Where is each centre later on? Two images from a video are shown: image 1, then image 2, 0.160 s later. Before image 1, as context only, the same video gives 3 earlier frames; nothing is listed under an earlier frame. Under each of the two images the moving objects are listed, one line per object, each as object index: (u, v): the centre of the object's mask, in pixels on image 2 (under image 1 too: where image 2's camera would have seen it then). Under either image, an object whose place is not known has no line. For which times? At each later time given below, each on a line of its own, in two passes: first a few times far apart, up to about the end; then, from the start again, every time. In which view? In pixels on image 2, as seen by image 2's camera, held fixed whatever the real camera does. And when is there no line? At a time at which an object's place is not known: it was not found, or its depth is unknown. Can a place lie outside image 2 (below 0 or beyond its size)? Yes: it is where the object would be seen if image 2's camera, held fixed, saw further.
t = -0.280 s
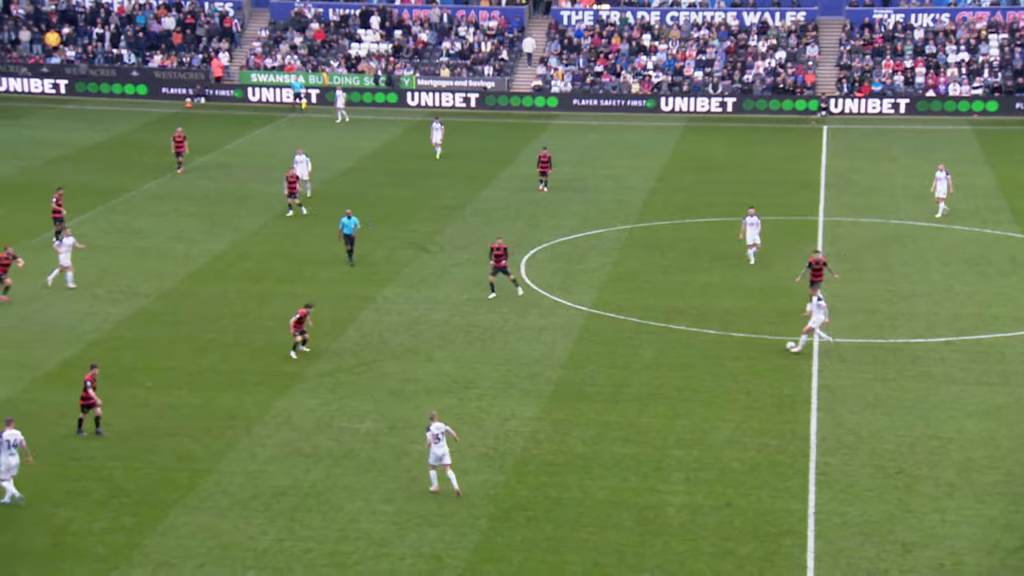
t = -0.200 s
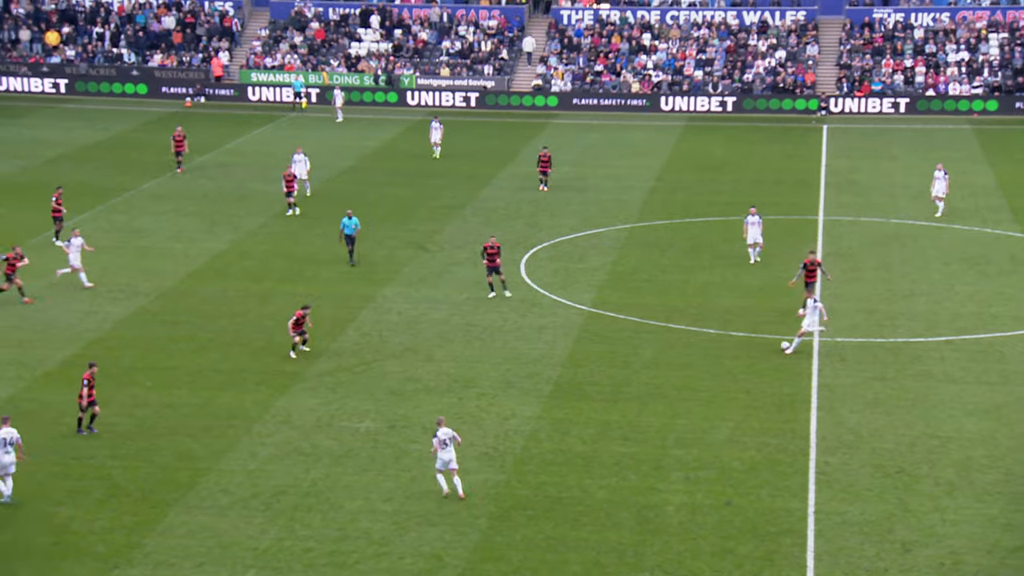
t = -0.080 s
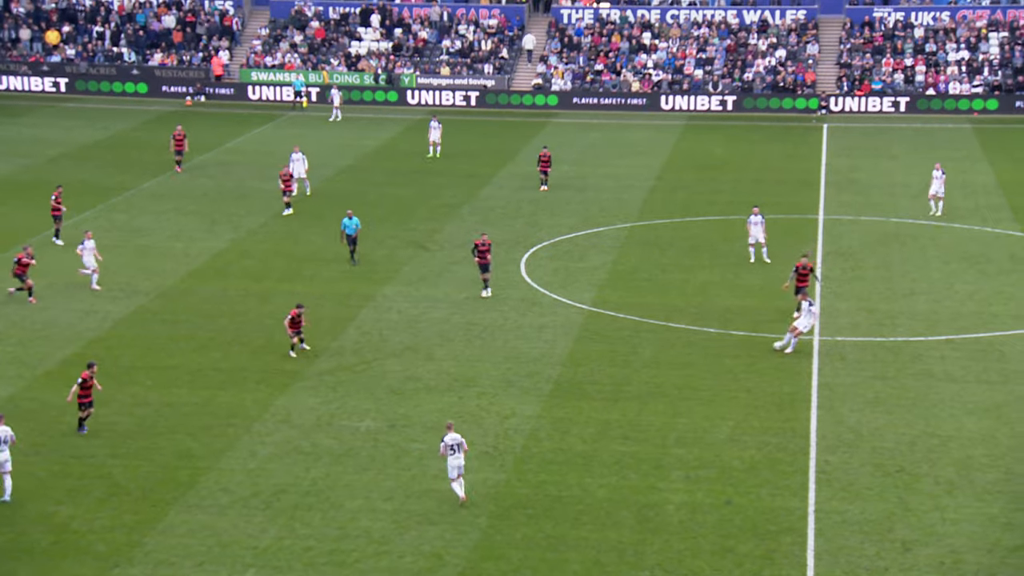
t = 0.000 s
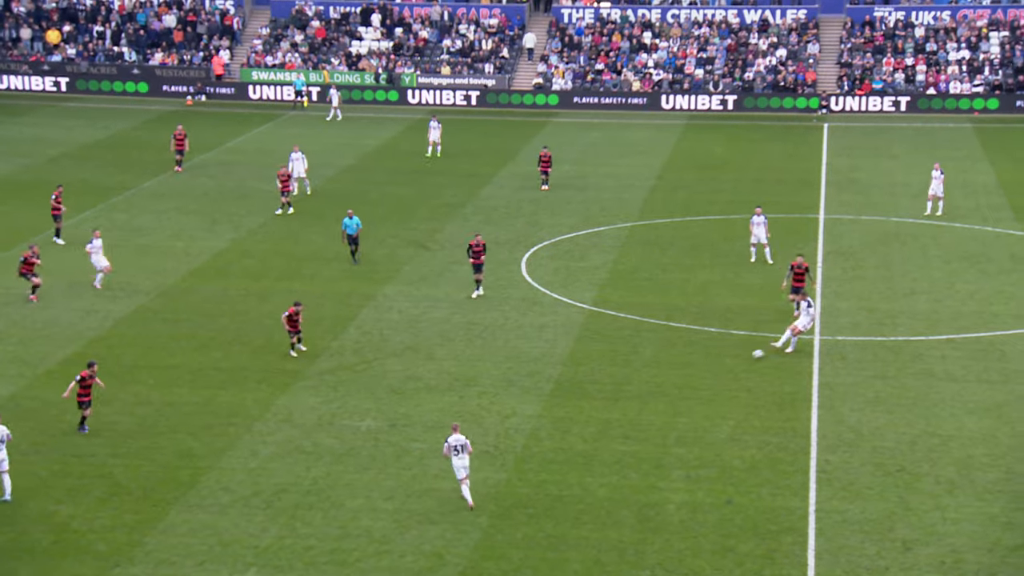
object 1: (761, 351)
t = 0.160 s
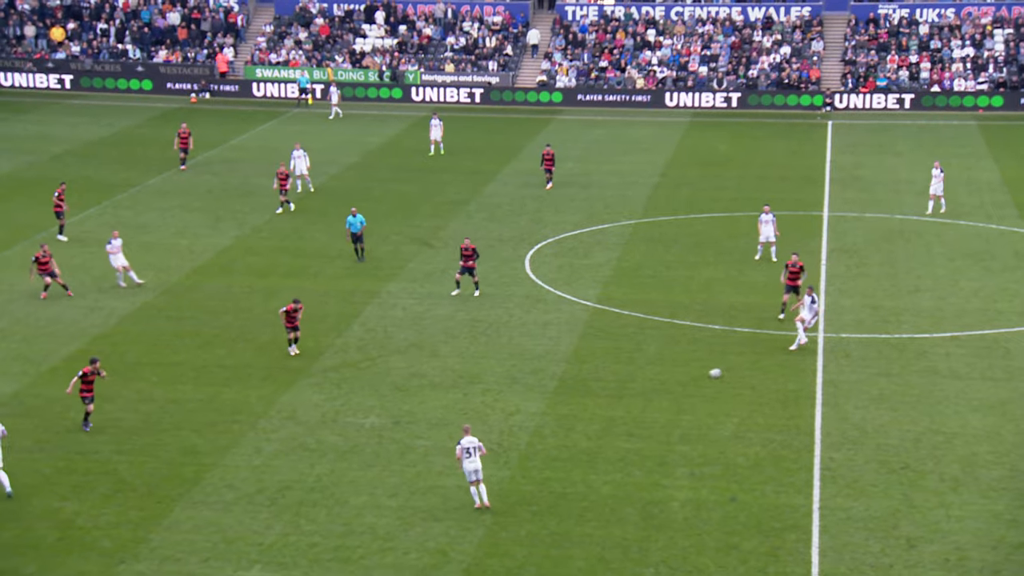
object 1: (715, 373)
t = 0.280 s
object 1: (681, 389)
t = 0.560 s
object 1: (608, 423)
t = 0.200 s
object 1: (704, 378)
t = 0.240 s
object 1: (693, 383)
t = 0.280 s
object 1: (681, 389)
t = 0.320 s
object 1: (671, 393)
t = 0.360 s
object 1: (660, 398)
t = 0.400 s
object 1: (649, 403)
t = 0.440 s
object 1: (638, 408)
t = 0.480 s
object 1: (628, 413)
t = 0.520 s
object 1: (618, 418)
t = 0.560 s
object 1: (608, 423)
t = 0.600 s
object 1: (598, 427)
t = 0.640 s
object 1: (589, 431)
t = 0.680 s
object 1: (579, 435)
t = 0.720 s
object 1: (570, 440)
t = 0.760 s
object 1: (561, 444)
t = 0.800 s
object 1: (552, 448)
